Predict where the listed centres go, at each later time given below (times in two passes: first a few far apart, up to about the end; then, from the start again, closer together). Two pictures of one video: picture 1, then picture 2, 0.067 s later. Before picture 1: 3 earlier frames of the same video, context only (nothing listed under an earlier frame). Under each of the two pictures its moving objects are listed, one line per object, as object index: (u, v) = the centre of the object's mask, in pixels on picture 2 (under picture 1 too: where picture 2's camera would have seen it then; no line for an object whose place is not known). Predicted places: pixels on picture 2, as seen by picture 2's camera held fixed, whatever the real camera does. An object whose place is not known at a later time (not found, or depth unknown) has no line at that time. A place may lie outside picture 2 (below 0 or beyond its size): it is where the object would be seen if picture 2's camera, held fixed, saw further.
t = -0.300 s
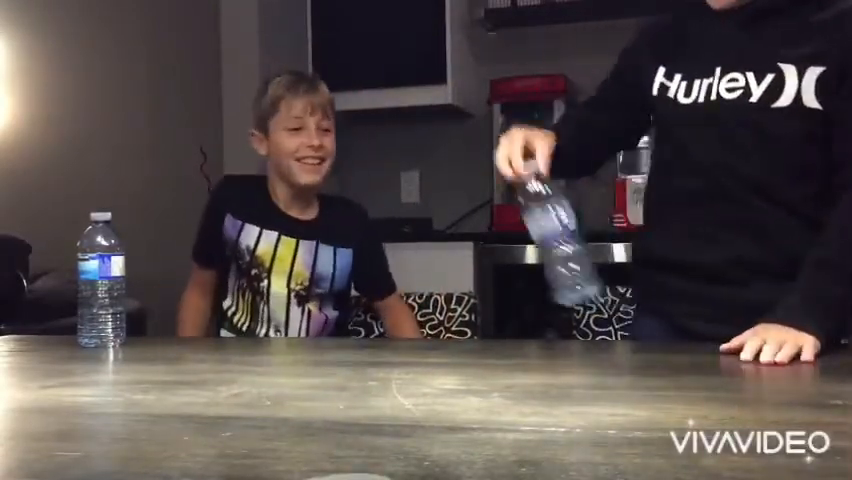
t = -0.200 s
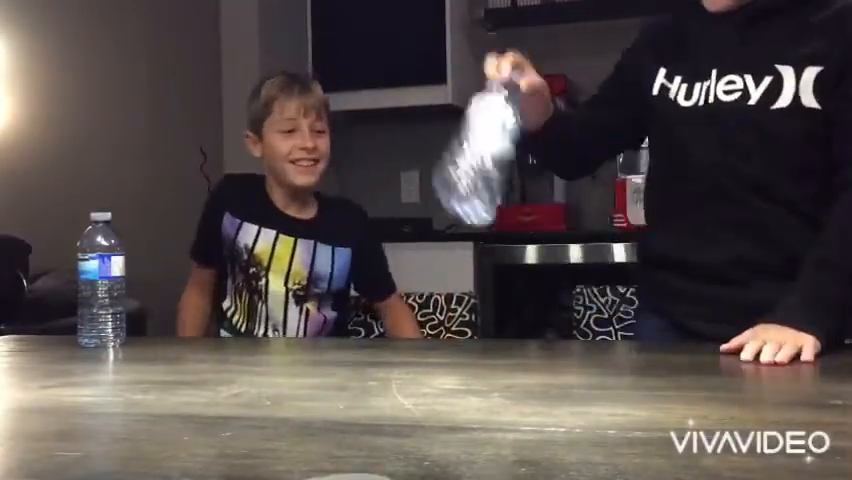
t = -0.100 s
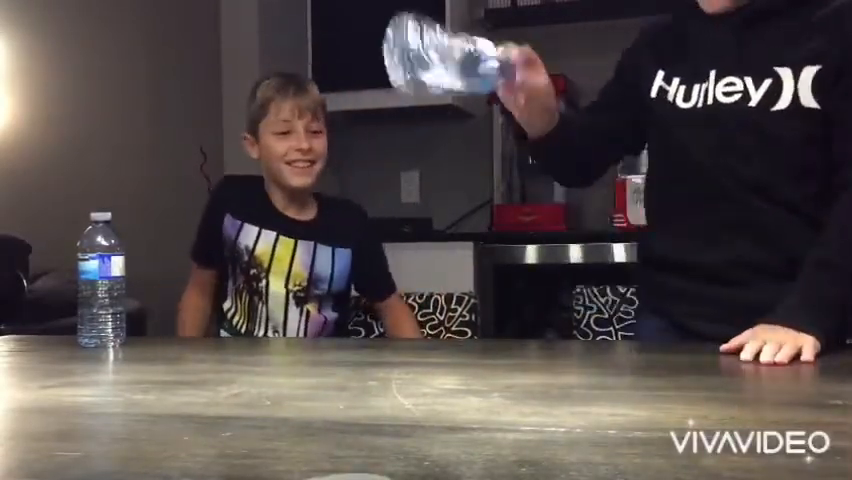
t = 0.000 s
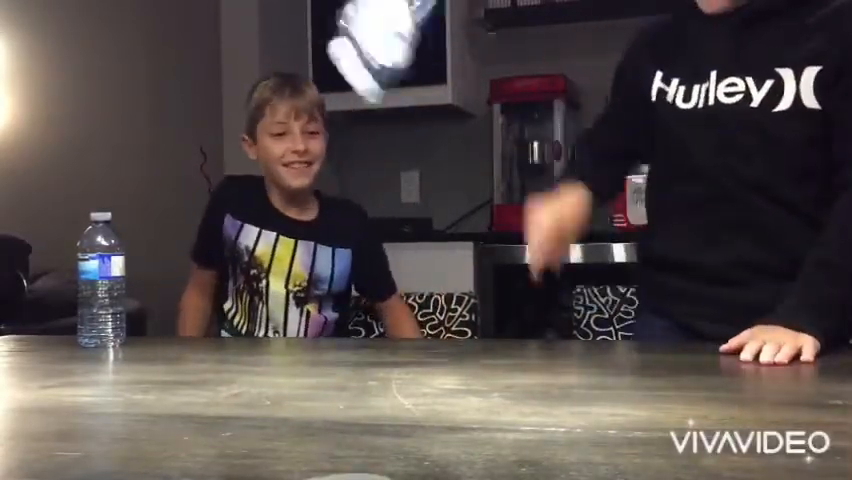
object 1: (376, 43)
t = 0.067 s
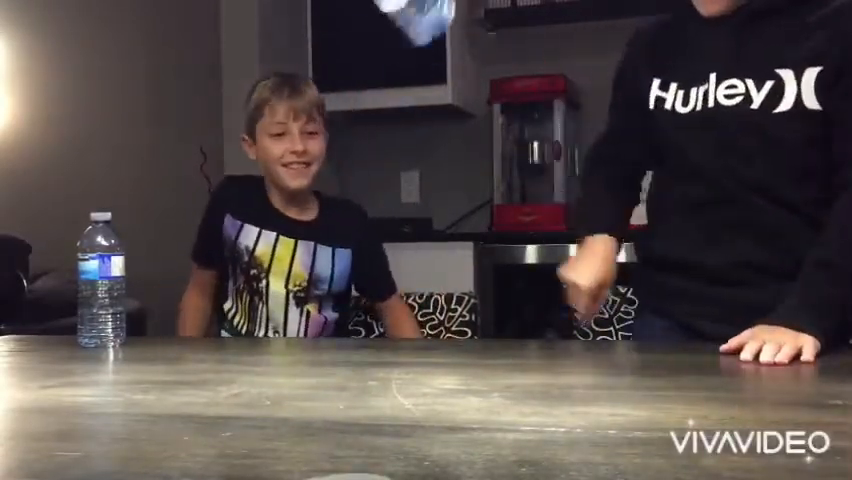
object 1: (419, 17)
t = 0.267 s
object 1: (396, 224)
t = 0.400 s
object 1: (412, 299)
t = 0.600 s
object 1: (428, 334)
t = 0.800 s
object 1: (426, 334)
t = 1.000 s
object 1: (424, 334)
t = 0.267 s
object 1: (396, 224)
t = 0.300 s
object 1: (398, 293)
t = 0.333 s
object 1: (404, 294)
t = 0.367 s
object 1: (407, 296)
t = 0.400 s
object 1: (412, 299)
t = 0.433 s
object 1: (418, 304)
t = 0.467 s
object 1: (425, 311)
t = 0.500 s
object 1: (434, 332)
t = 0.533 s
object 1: (431, 334)
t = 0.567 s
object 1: (429, 334)
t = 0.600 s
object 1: (428, 334)
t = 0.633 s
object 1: (428, 334)
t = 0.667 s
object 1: (428, 335)
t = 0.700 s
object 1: (427, 335)
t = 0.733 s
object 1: (427, 335)
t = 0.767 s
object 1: (426, 334)
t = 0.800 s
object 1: (426, 334)
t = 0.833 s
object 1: (425, 334)
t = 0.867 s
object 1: (425, 334)
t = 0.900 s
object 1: (425, 334)
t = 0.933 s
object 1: (425, 334)
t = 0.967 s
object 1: (425, 334)
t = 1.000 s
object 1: (424, 334)
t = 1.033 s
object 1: (424, 334)
